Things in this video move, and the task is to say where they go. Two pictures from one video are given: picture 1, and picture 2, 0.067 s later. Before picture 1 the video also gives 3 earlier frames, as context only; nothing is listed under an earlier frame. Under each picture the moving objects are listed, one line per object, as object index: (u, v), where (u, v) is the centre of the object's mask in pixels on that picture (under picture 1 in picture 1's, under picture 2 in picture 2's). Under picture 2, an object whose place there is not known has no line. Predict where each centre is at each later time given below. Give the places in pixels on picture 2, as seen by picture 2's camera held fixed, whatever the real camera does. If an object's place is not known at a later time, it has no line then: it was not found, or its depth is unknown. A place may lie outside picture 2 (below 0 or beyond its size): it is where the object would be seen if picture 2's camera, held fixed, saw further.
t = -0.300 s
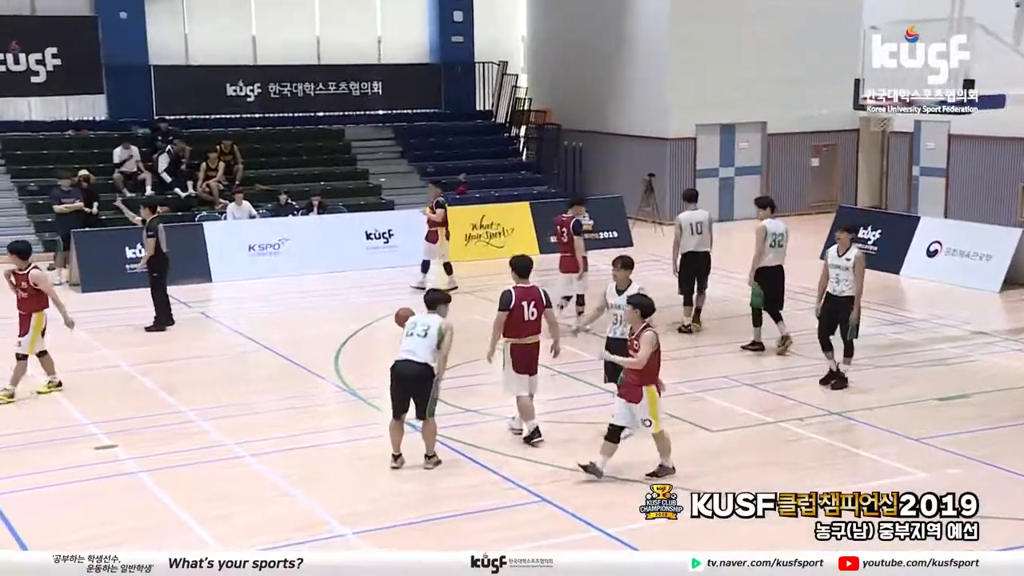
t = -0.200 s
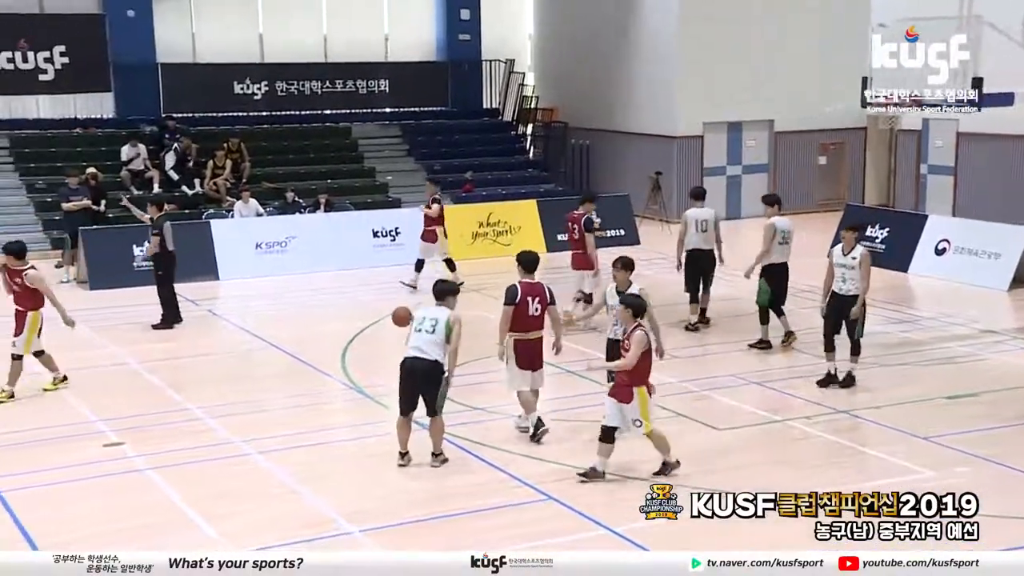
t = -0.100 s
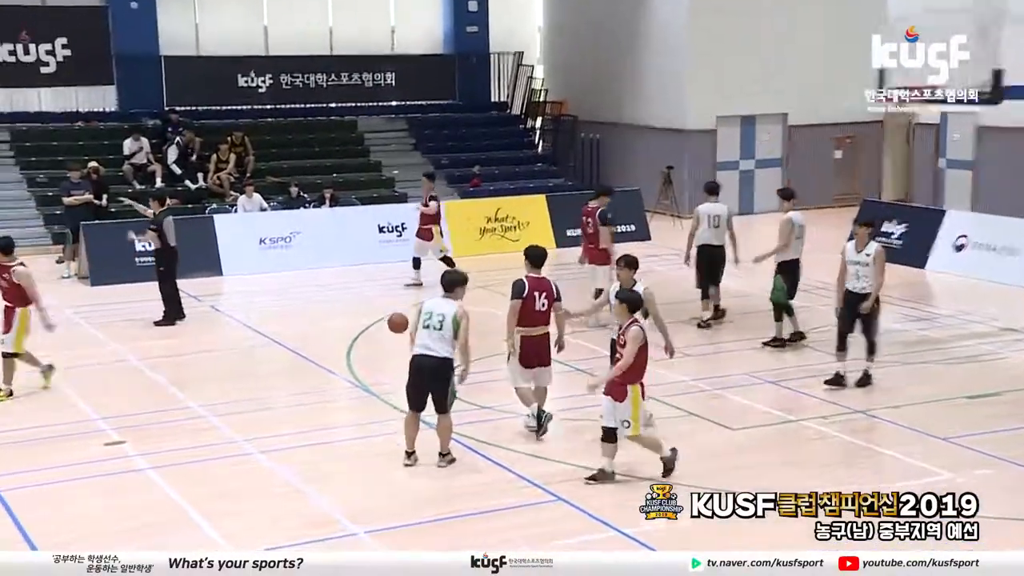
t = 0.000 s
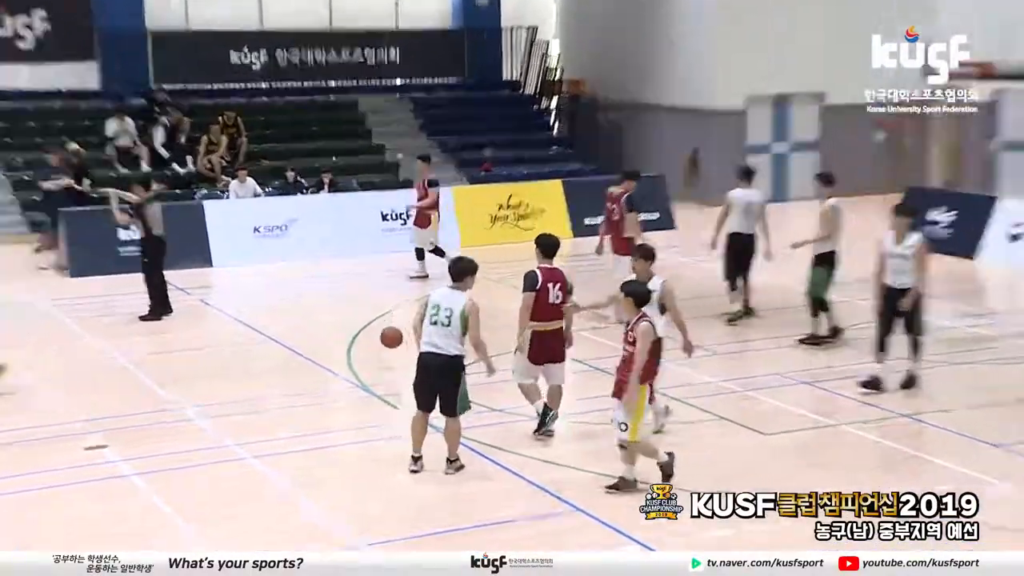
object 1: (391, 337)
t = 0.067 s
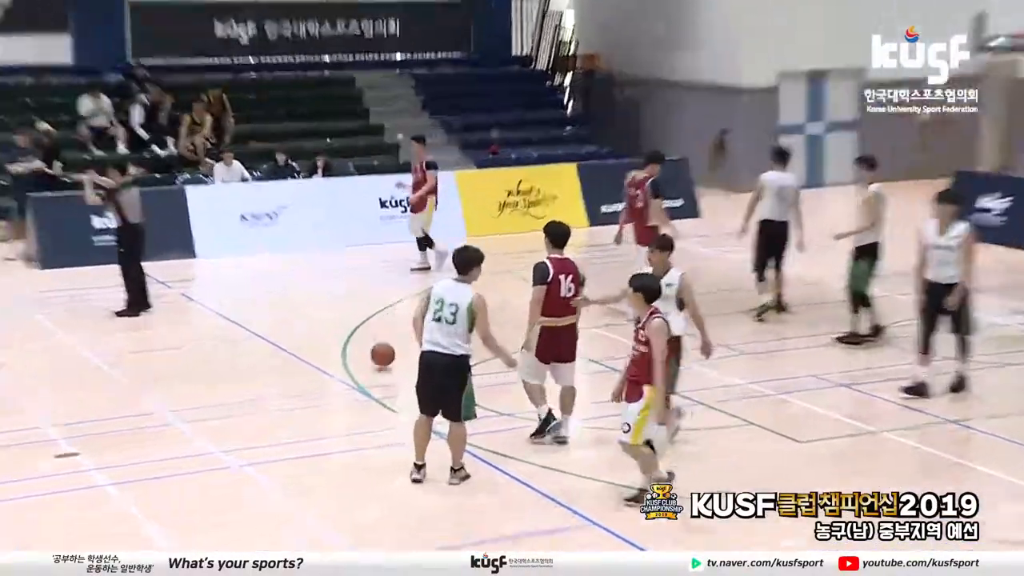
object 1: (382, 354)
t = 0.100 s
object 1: (379, 352)
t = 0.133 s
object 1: (375, 345)
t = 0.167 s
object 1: (371, 339)
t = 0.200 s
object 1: (368, 333)
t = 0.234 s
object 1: (363, 328)
